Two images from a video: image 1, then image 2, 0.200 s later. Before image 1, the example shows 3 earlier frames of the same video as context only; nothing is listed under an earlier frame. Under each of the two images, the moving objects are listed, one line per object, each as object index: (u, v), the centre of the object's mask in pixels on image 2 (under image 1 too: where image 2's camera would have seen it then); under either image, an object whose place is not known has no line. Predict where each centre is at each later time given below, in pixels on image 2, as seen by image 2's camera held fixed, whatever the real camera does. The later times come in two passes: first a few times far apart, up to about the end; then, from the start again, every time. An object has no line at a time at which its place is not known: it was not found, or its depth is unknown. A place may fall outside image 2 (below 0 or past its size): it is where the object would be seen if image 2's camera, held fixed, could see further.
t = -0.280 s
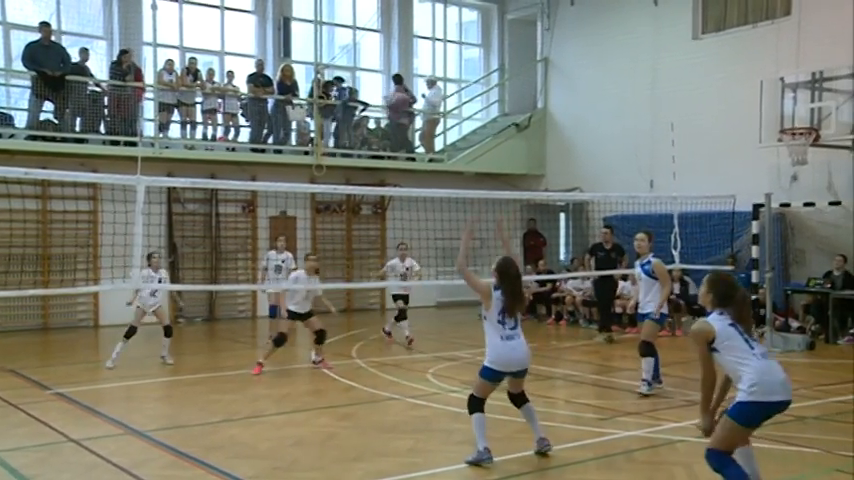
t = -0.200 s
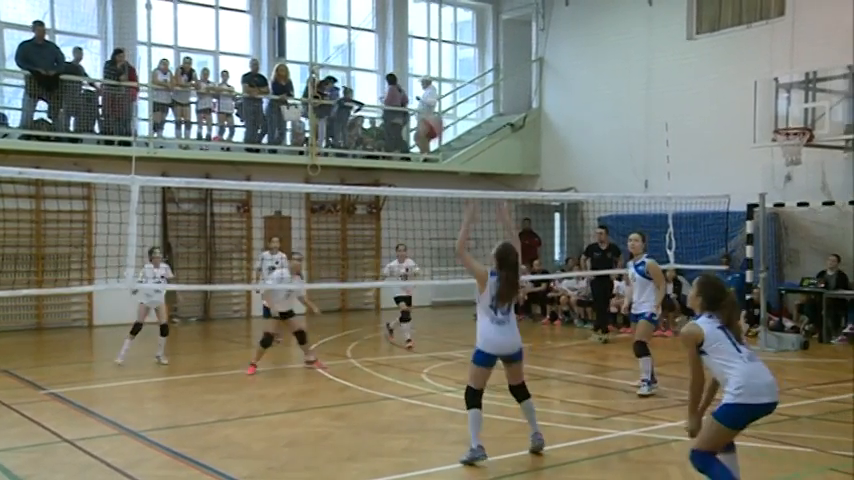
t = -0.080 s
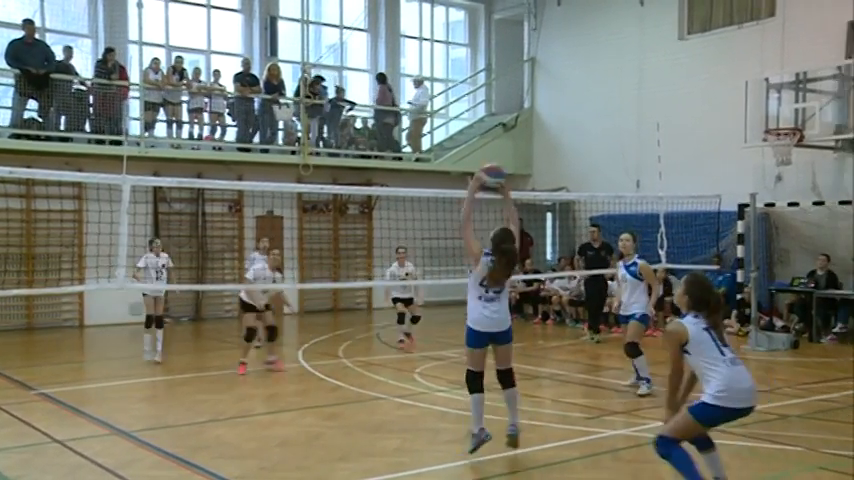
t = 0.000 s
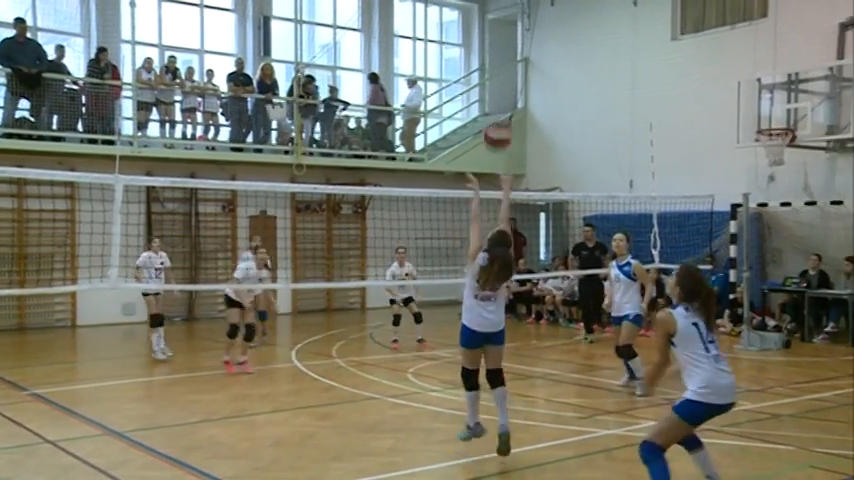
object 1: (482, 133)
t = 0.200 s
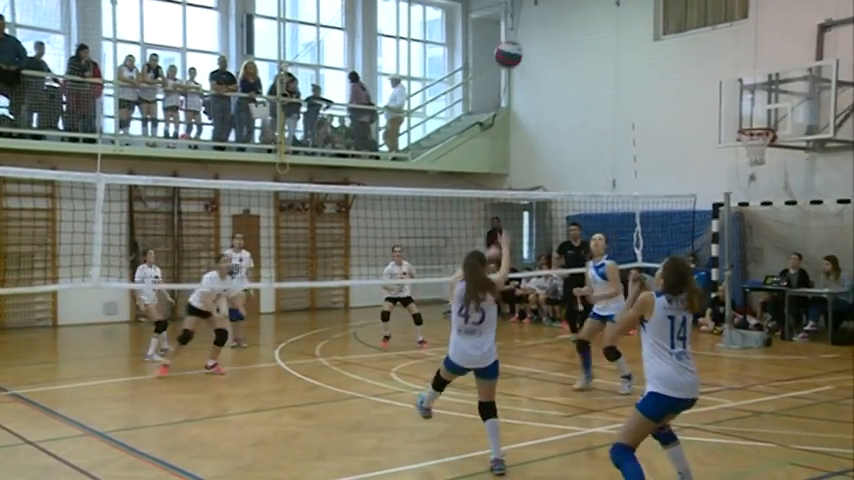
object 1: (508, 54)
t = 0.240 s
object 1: (514, 44)
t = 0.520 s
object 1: (548, 39)
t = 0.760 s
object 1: (576, 109)
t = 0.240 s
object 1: (514, 44)
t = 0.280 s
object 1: (519, 38)
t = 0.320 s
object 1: (524, 33)
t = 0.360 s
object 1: (529, 30)
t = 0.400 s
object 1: (534, 29)
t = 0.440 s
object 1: (539, 30)
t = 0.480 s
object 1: (544, 34)
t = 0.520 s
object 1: (548, 39)
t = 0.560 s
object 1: (553, 47)
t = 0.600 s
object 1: (558, 54)
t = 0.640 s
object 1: (562, 66)
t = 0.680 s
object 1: (567, 78)
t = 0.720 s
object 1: (571, 92)
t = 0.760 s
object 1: (576, 109)
